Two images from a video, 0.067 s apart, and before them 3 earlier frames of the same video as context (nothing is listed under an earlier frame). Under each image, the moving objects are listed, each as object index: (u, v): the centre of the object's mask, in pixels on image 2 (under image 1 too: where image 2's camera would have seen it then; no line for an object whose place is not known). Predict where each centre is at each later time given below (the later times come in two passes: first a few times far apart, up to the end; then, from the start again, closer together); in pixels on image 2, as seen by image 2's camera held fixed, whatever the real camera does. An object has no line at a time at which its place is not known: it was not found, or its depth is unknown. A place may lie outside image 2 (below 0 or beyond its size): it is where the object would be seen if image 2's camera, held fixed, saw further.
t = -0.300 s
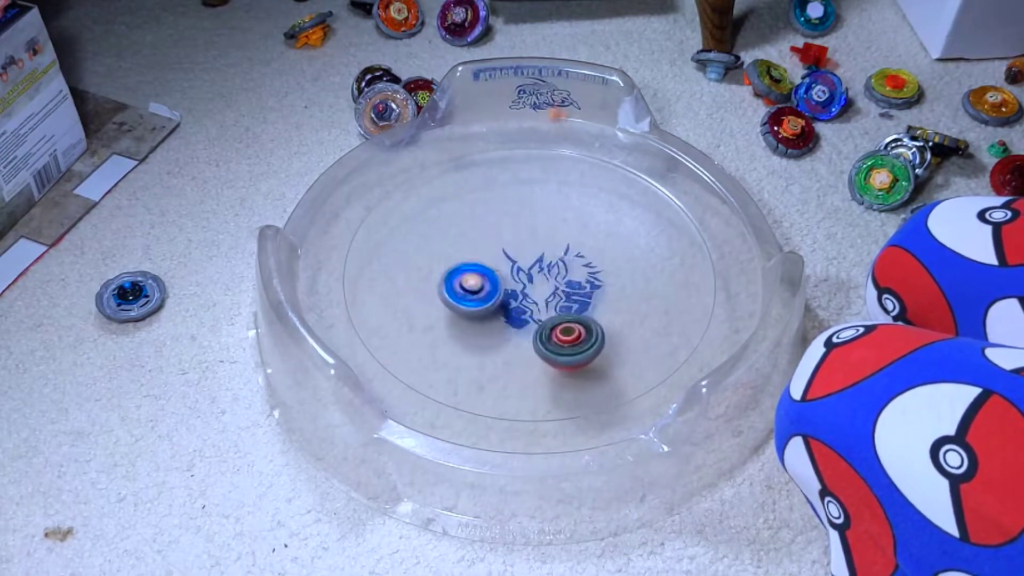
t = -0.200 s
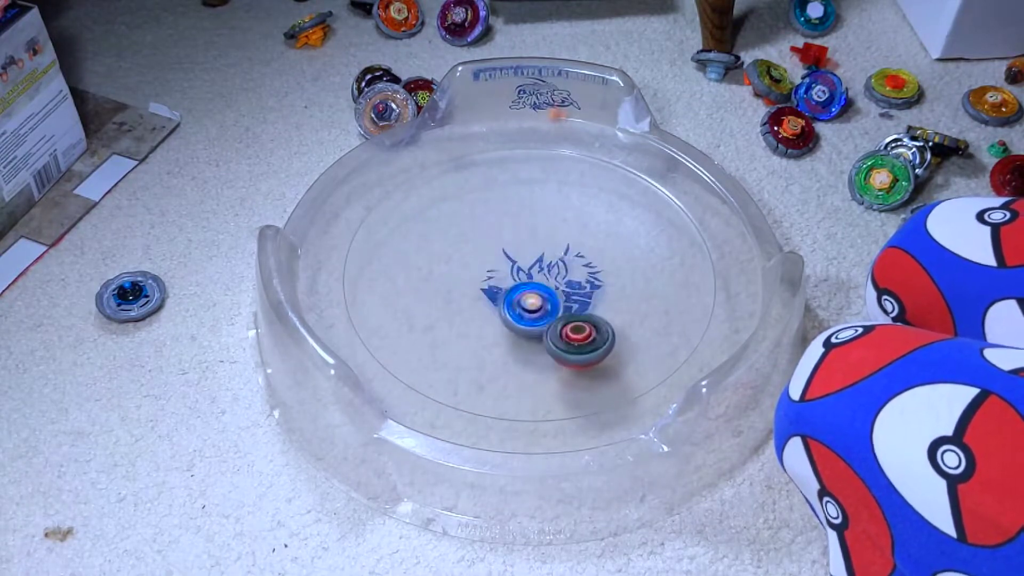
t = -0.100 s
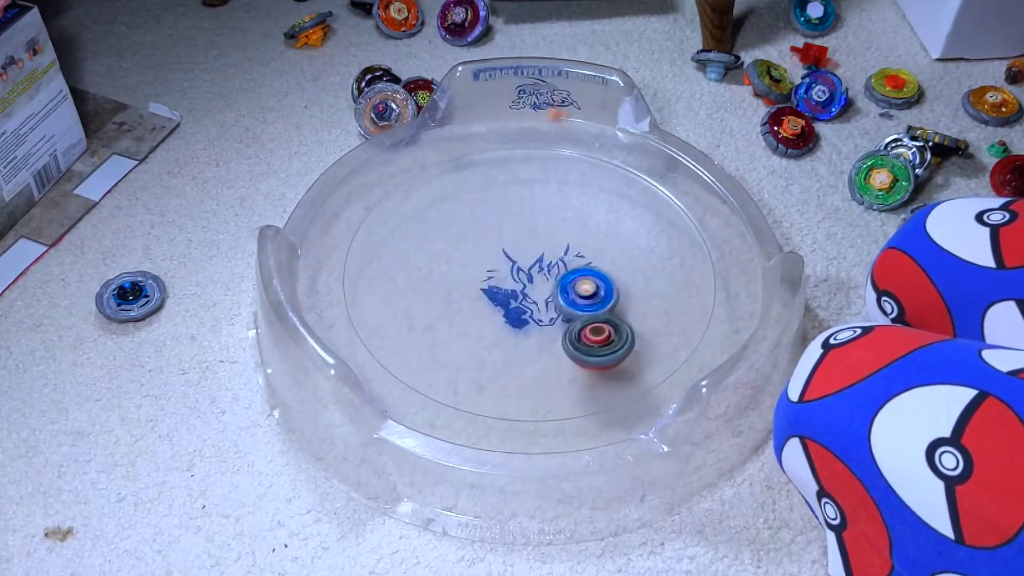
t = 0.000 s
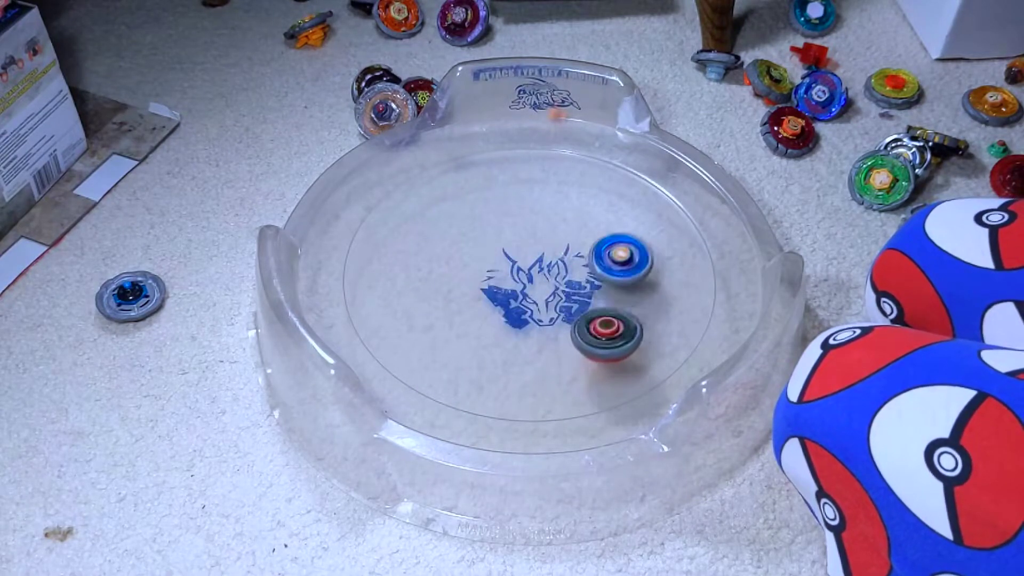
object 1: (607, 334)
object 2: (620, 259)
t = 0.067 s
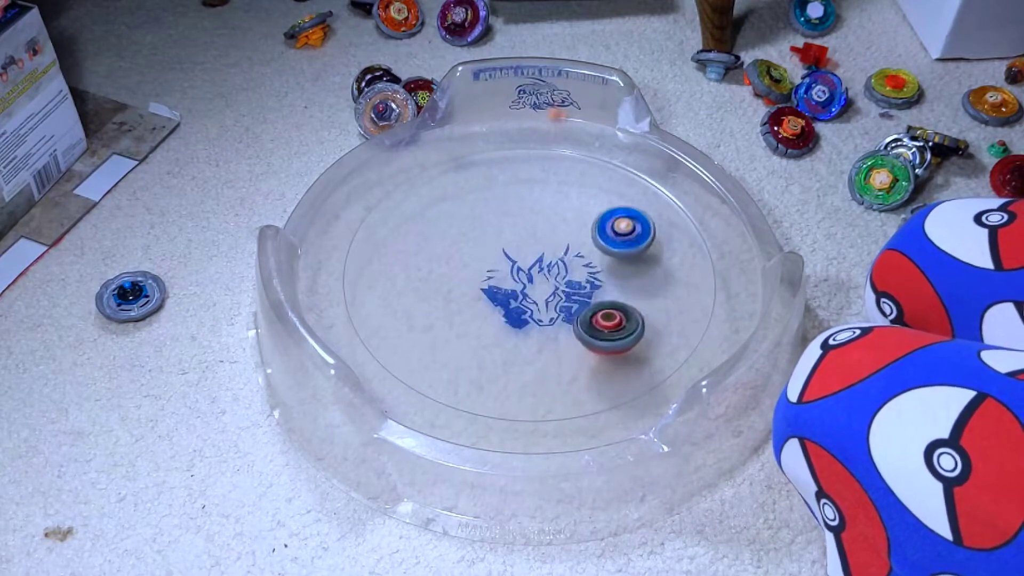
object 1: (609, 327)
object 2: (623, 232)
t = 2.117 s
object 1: (554, 285)
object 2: (465, 235)
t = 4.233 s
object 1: (362, 285)
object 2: (565, 280)
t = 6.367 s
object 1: (582, 241)
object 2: (504, 258)
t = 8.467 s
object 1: (626, 312)
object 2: (527, 285)
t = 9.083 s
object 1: (600, 227)
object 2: (502, 279)
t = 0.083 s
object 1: (609, 325)
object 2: (621, 226)
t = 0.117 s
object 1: (609, 321)
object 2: (613, 214)
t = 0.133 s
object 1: (608, 319)
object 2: (608, 209)
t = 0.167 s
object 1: (606, 315)
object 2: (595, 201)
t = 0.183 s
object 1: (605, 313)
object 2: (587, 197)
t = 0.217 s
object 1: (603, 308)
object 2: (570, 194)
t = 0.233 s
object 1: (602, 306)
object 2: (562, 194)
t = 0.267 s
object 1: (597, 301)
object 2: (544, 196)
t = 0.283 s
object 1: (595, 299)
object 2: (536, 199)
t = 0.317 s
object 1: (590, 294)
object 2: (520, 206)
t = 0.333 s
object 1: (588, 292)
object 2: (513, 211)
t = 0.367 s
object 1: (582, 288)
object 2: (501, 222)
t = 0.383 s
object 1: (579, 285)
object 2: (495, 229)
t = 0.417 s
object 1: (574, 280)
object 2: (488, 244)
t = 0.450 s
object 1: (568, 276)
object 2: (486, 260)
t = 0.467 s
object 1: (565, 273)
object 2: (487, 267)
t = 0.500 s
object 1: (558, 268)
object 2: (490, 283)
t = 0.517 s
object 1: (555, 266)
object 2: (495, 290)
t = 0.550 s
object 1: (548, 261)
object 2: (504, 303)
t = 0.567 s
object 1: (545, 259)
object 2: (511, 309)
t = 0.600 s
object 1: (538, 255)
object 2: (526, 318)
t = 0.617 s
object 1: (535, 253)
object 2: (534, 322)
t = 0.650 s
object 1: (528, 248)
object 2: (552, 327)
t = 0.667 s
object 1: (524, 246)
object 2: (562, 328)
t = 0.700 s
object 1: (518, 243)
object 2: (581, 329)
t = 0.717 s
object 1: (515, 241)
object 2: (591, 328)
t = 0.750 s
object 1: (508, 237)
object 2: (610, 322)
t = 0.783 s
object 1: (502, 234)
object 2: (625, 314)
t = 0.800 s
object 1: (498, 232)
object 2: (631, 309)
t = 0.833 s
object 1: (493, 230)
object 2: (641, 297)
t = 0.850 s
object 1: (490, 229)
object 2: (644, 291)
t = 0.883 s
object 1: (484, 227)
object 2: (646, 279)
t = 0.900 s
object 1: (482, 226)
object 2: (645, 272)
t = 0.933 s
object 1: (476, 225)
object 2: (639, 260)
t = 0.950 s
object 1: (474, 224)
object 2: (635, 255)
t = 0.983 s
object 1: (469, 224)
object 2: (623, 245)
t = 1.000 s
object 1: (467, 224)
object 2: (615, 241)
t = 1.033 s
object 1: (463, 224)
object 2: (599, 236)
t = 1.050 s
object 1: (462, 224)
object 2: (590, 233)
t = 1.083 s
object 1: (459, 225)
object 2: (571, 232)
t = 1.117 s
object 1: (457, 226)
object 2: (552, 232)
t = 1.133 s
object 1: (456, 226)
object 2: (542, 234)
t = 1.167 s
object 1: (455, 228)
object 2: (524, 238)
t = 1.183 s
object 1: (453, 228)
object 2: (516, 241)
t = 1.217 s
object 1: (443, 229)
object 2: (506, 248)
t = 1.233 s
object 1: (441, 229)
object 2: (501, 252)
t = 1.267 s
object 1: (431, 227)
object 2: (494, 262)
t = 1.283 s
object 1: (428, 227)
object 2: (489, 267)
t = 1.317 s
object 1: (424, 229)
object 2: (481, 277)
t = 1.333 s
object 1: (422, 230)
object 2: (479, 283)
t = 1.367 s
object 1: (420, 233)
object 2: (474, 295)
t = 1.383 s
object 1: (419, 234)
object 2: (473, 301)
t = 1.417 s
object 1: (417, 237)
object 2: (474, 313)
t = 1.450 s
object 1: (417, 239)
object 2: (478, 325)
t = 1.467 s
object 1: (417, 241)
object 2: (482, 330)
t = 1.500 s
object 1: (418, 244)
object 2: (493, 339)
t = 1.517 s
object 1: (419, 246)
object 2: (499, 343)
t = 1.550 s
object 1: (420, 249)
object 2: (515, 349)
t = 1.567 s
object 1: (422, 251)
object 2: (523, 350)
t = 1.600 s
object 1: (425, 255)
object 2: (541, 351)
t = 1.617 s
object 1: (428, 257)
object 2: (549, 349)
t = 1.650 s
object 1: (432, 261)
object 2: (565, 344)
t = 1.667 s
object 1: (435, 262)
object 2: (572, 340)
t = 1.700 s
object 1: (441, 266)
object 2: (583, 331)
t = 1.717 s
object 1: (444, 267)
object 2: (588, 325)
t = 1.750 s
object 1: (451, 271)
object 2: (593, 313)
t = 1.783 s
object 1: (459, 274)
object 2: (594, 300)
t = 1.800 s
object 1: (464, 276)
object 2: (593, 294)
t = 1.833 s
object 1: (472, 278)
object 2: (587, 281)
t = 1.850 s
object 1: (476, 280)
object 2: (584, 276)
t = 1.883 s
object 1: (485, 281)
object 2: (574, 264)
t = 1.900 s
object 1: (490, 283)
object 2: (568, 259)
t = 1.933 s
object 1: (500, 284)
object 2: (555, 250)
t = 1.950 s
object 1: (504, 285)
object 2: (547, 246)
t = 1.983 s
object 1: (515, 286)
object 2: (532, 239)
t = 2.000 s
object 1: (520, 287)
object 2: (523, 236)
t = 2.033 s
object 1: (530, 287)
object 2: (505, 233)
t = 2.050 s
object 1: (535, 287)
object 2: (497, 232)
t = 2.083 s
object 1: (544, 286)
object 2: (481, 232)
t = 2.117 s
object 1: (554, 285)
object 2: (465, 235)
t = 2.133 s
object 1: (559, 285)
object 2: (458, 238)
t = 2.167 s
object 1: (568, 284)
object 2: (445, 244)
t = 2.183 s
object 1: (572, 284)
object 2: (440, 248)
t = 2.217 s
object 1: (581, 282)
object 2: (432, 258)
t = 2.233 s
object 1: (584, 281)
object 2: (430, 263)
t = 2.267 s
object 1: (592, 279)
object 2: (428, 275)
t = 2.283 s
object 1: (596, 278)
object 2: (430, 281)
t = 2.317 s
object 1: (603, 276)
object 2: (435, 293)
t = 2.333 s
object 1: (606, 275)
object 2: (440, 298)
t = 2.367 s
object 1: (612, 273)
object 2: (453, 308)
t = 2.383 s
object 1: (615, 272)
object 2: (460, 311)
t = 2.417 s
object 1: (620, 271)
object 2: (477, 316)
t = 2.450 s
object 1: (624, 268)
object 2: (497, 318)
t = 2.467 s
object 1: (626, 268)
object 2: (506, 318)
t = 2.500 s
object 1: (630, 266)
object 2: (524, 315)
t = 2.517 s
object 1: (632, 265)
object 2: (533, 312)
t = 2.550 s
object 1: (634, 263)
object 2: (547, 304)
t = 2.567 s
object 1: (635, 262)
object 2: (554, 300)
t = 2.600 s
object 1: (636, 260)
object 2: (565, 289)
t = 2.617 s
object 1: (637, 260)
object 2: (570, 283)
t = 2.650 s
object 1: (641, 257)
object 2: (572, 272)
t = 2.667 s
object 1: (643, 256)
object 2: (572, 266)
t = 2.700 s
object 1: (644, 254)
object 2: (571, 254)
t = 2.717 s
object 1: (644, 253)
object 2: (570, 248)
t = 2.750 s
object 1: (644, 252)
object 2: (565, 237)
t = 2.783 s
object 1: (643, 251)
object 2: (557, 226)
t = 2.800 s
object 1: (643, 250)
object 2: (552, 221)
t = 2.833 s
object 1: (641, 249)
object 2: (540, 214)
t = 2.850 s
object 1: (640, 249)
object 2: (534, 211)
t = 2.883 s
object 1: (637, 249)
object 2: (520, 207)
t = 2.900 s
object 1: (635, 248)
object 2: (513, 206)
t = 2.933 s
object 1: (630, 248)
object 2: (499, 207)
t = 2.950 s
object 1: (628, 249)
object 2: (492, 209)
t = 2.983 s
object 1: (623, 249)
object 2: (480, 215)
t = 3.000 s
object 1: (620, 249)
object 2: (475, 219)
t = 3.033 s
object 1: (614, 250)
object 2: (467, 229)
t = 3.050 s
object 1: (611, 251)
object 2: (465, 234)
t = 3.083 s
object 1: (605, 252)
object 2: (463, 247)
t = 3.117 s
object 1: (598, 254)
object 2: (466, 259)
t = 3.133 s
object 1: (595, 254)
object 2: (469, 265)
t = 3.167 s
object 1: (588, 256)
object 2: (478, 277)
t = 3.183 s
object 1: (585, 257)
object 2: (483, 282)
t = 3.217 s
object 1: (577, 258)
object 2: (497, 290)
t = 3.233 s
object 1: (573, 259)
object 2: (505, 293)
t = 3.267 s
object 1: (567, 260)
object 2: (519, 298)
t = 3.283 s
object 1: (568, 256)
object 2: (522, 304)
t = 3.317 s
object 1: (568, 252)
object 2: (531, 311)
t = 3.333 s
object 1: (567, 252)
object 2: (538, 313)
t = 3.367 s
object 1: (561, 251)
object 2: (553, 316)
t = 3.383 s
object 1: (557, 250)
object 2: (561, 316)
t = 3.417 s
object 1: (551, 249)
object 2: (577, 314)
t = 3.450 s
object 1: (545, 249)
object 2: (591, 310)
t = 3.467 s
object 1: (541, 249)
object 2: (597, 307)
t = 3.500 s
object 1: (535, 249)
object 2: (608, 299)
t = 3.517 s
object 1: (532, 249)
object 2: (612, 295)
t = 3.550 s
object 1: (526, 249)
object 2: (616, 284)
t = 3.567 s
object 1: (523, 249)
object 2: (617, 279)
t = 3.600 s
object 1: (517, 249)
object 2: (615, 269)
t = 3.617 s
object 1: (515, 249)
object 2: (612, 264)
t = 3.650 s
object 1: (508, 249)
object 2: (605, 256)
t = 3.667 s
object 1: (505, 249)
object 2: (600, 252)
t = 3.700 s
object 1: (499, 249)
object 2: (588, 246)
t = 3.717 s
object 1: (496, 250)
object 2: (581, 243)
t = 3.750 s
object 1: (491, 251)
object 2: (566, 240)
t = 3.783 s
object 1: (487, 252)
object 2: (551, 239)
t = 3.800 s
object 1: (476, 253)
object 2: (551, 238)
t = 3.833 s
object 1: (441, 255)
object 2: (564, 235)
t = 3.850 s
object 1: (428, 256)
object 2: (568, 235)
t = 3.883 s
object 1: (409, 258)
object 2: (569, 233)
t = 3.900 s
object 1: (402, 260)
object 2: (568, 231)
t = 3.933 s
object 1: (392, 264)
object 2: (562, 229)
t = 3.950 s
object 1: (388, 266)
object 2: (560, 228)
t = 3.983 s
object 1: (381, 270)
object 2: (553, 229)
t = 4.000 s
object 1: (378, 271)
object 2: (549, 231)
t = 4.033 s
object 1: (374, 274)
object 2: (544, 237)
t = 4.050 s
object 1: (372, 275)
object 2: (542, 241)
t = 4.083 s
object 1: (369, 278)
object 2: (540, 249)
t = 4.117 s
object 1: (366, 280)
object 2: (541, 257)
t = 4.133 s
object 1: (365, 281)
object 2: (542, 261)
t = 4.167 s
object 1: (363, 282)
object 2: (547, 269)
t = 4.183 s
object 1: (362, 283)
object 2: (551, 272)
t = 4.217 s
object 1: (362, 285)
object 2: (559, 278)
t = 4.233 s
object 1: (362, 285)
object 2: (565, 280)
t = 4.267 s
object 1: (362, 287)
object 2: (574, 282)
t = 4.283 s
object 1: (363, 287)
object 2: (579, 282)
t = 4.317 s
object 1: (365, 289)
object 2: (589, 281)
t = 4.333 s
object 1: (366, 289)
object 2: (593, 280)
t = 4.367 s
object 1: (370, 291)
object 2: (600, 277)
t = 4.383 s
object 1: (372, 291)
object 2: (601, 275)
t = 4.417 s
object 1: (378, 293)
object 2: (603, 271)
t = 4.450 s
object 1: (384, 294)
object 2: (602, 268)
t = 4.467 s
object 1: (387, 295)
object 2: (601, 266)
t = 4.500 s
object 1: (395, 297)
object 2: (596, 264)
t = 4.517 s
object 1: (399, 298)
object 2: (593, 263)
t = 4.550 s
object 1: (409, 300)
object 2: (585, 262)
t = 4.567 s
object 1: (414, 301)
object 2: (580, 262)
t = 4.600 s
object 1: (425, 303)
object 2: (570, 262)
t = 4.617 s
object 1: (429, 304)
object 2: (565, 263)
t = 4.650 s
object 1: (440, 305)
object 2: (554, 268)
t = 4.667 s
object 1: (446, 305)
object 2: (549, 270)
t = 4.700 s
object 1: (459, 306)
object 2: (542, 277)
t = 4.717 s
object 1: (466, 306)
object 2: (538, 280)
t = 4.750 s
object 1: (473, 307)
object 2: (540, 286)
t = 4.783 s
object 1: (459, 313)
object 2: (557, 285)
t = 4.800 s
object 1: (454, 316)
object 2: (564, 284)
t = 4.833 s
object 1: (452, 318)
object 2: (572, 283)
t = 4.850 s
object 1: (453, 319)
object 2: (575, 281)
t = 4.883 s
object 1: (460, 320)
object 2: (582, 277)
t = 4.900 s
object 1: (464, 322)
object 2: (584, 275)
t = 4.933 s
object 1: (472, 324)
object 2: (587, 269)
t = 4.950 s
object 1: (476, 325)
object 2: (587, 266)
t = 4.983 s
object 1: (484, 326)
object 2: (584, 261)
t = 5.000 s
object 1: (489, 327)
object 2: (581, 258)
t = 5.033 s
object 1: (498, 328)
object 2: (573, 254)
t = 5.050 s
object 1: (503, 328)
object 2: (567, 254)
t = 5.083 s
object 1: (512, 328)
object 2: (557, 255)
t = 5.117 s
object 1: (522, 328)
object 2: (547, 258)
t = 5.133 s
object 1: (526, 328)
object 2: (543, 260)
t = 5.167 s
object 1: (536, 326)
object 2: (536, 267)
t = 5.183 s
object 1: (540, 325)
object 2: (533, 270)
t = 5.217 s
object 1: (549, 324)
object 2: (528, 276)
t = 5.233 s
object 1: (554, 323)
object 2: (526, 279)
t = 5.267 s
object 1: (567, 325)
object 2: (525, 284)
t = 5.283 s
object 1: (574, 330)
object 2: (525, 286)
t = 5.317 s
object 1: (590, 337)
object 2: (529, 290)
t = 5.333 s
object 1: (597, 339)
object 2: (531, 293)
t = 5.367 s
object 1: (613, 338)
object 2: (538, 297)
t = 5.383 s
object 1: (620, 337)
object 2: (542, 298)
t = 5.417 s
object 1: (634, 334)
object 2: (551, 298)
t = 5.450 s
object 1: (645, 332)
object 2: (559, 297)
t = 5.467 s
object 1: (650, 331)
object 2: (561, 296)
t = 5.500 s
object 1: (659, 329)
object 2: (567, 291)
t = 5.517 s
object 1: (663, 328)
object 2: (568, 288)
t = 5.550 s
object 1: (669, 326)
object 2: (569, 281)
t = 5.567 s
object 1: (672, 325)
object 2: (568, 279)
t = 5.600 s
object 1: (677, 323)
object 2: (565, 273)
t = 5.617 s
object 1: (680, 322)
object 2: (561, 271)
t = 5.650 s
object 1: (684, 320)
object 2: (554, 266)
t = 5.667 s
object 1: (686, 319)
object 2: (549, 265)
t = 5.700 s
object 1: (690, 317)
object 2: (539, 264)
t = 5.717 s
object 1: (691, 315)
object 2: (535, 265)
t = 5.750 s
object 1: (693, 313)
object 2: (525, 266)
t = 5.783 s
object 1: (694, 310)
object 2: (515, 270)
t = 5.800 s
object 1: (695, 309)
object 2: (512, 272)
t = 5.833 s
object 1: (695, 306)
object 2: (509, 278)
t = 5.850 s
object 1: (694, 305)
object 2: (508, 281)
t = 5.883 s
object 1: (693, 302)
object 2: (507, 288)
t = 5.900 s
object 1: (691, 300)
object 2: (509, 291)
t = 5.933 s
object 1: (689, 297)
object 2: (512, 296)
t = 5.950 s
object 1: (687, 296)
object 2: (514, 298)
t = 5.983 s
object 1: (683, 293)
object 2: (522, 301)
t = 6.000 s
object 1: (681, 291)
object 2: (527, 302)
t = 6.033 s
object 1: (676, 288)
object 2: (535, 301)
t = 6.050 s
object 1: (673, 286)
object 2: (538, 299)
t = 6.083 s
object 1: (668, 282)
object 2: (545, 295)
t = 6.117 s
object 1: (662, 278)
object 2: (549, 288)
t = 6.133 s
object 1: (658, 276)
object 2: (551, 285)
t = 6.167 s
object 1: (650, 271)
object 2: (550, 278)
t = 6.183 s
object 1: (646, 269)
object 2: (548, 275)
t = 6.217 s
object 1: (636, 264)
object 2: (543, 269)
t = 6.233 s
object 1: (632, 261)
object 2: (540, 266)
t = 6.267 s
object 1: (621, 256)
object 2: (532, 262)
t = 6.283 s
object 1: (614, 253)
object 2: (528, 260)
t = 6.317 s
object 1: (602, 248)
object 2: (519, 259)
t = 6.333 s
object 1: (595, 246)
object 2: (513, 258)
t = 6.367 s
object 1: (582, 241)
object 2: (504, 258)
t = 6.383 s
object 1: (574, 238)
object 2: (501, 260)
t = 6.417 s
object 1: (558, 233)
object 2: (496, 265)
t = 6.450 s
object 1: (543, 229)
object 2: (493, 271)
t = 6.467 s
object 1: (535, 226)
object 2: (494, 274)
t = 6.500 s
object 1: (520, 223)
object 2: (496, 280)
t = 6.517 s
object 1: (512, 221)
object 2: (499, 282)
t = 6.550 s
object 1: (498, 218)
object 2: (505, 287)
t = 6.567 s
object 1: (491, 217)
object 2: (509, 288)
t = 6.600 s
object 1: (479, 216)
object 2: (517, 289)
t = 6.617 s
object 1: (474, 215)
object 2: (522, 288)
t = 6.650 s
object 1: (465, 214)
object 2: (531, 286)
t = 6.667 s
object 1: (460, 214)
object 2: (535, 284)
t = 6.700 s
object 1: (452, 214)
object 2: (542, 279)
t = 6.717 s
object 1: (449, 214)
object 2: (543, 276)
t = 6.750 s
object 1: (443, 214)
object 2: (546, 269)
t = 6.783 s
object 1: (437, 214)
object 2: (546, 262)
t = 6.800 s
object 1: (434, 214)
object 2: (545, 259)
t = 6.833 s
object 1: (429, 215)
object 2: (541, 253)
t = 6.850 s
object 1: (427, 215)
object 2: (538, 251)
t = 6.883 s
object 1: (423, 216)
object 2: (532, 247)
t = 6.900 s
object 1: (422, 217)
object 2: (529, 245)
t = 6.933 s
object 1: (419, 219)
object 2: (521, 244)
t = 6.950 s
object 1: (418, 220)
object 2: (518, 245)
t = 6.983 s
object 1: (416, 222)
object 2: (511, 247)
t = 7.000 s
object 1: (416, 224)
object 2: (508, 248)
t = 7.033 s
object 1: (415, 227)
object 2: (502, 253)
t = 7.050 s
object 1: (415, 228)
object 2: (500, 256)
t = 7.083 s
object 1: (417, 232)
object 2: (501, 263)
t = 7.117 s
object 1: (419, 236)
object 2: (506, 270)
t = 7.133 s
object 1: (420, 238)
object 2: (509, 273)
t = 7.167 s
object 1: (423, 241)
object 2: (517, 278)
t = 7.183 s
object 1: (425, 243)
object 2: (522, 279)
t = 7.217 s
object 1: (429, 247)
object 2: (532, 281)
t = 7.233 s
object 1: (431, 250)
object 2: (537, 281)
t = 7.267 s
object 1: (436, 254)
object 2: (546, 279)
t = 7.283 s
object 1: (439, 256)
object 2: (550, 278)
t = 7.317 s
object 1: (444, 260)
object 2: (557, 274)
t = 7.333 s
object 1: (447, 263)
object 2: (560, 271)
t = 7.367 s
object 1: (454, 268)
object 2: (563, 265)
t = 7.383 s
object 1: (458, 270)
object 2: (564, 262)
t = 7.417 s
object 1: (466, 275)
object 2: (564, 257)
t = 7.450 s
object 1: (475, 280)
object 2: (559, 251)
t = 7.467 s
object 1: (479, 282)
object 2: (557, 250)
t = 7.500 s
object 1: (489, 286)
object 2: (551, 247)
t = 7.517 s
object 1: (494, 288)
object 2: (547, 247)
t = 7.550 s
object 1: (503, 293)
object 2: (539, 247)
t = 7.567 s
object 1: (508, 295)
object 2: (536, 248)
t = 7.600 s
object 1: (519, 297)
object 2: (529, 250)
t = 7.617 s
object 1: (524, 302)
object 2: (527, 252)
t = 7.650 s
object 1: (533, 311)
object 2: (524, 255)
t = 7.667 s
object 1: (538, 315)
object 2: (524, 258)
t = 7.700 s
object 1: (552, 322)
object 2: (522, 261)
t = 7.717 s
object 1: (560, 326)
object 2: (522, 262)
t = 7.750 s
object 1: (575, 330)
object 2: (522, 266)
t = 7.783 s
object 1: (587, 333)
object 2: (524, 270)
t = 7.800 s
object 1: (593, 334)
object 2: (526, 272)
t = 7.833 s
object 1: (603, 336)
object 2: (530, 276)
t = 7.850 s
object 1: (607, 336)
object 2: (533, 277)
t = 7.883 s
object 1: (616, 337)
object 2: (539, 280)
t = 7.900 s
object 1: (619, 337)
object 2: (542, 281)
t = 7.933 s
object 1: (626, 338)
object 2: (549, 281)
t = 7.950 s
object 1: (629, 338)
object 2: (552, 280)
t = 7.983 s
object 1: (634, 338)
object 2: (557, 278)
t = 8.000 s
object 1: (637, 338)
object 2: (559, 276)
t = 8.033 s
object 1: (641, 338)
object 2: (563, 273)
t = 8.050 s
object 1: (642, 337)
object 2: (563, 272)
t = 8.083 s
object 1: (646, 337)
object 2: (564, 269)
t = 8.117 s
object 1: (648, 337)
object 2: (563, 266)
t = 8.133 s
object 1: (649, 337)
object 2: (562, 265)
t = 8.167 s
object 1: (650, 336)
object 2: (558, 263)
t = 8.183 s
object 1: (650, 335)
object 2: (556, 263)
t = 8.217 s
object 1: (649, 334)
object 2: (551, 262)
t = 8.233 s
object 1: (648, 333)
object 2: (548, 261)
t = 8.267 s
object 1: (646, 331)
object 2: (542, 262)
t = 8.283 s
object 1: (645, 330)
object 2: (540, 263)
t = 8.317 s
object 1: (643, 327)
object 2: (534, 266)
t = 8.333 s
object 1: (641, 326)
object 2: (531, 267)
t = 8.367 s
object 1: (638, 323)
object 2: (527, 271)
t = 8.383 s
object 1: (636, 321)
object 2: (526, 274)
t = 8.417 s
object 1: (633, 318)
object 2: (525, 278)
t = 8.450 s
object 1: (629, 314)
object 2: (525, 283)
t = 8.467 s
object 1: (626, 312)
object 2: (527, 285)
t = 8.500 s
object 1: (622, 308)
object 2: (531, 289)
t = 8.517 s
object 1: (620, 306)
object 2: (533, 291)
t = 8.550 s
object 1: (614, 301)
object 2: (539, 292)
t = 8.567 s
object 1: (611, 298)
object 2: (542, 292)
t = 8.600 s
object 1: (613, 292)
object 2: (545, 290)
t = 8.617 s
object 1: (616, 291)
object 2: (545, 290)
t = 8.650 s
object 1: (617, 286)
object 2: (549, 286)
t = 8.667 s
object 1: (616, 284)
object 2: (550, 284)
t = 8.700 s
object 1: (619, 278)
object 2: (549, 280)
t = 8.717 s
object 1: (619, 275)
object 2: (547, 277)
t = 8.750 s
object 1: (619, 270)
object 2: (545, 273)
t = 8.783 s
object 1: (618, 266)
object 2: (540, 269)
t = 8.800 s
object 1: (618, 263)
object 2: (538, 267)
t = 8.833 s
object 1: (616, 258)
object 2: (532, 264)
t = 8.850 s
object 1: (615, 256)
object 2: (527, 263)
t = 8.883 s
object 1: (614, 251)
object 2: (520, 261)
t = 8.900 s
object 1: (613, 249)
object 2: (516, 261)
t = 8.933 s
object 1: (611, 245)
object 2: (509, 262)
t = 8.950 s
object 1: (610, 243)
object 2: (506, 262)
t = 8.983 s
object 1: (608, 238)
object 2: (502, 265)
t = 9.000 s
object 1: (607, 236)
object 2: (500, 267)
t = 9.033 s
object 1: (604, 233)
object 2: (499, 272)
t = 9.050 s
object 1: (603, 231)
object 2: (500, 274)
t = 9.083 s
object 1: (600, 227)
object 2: (502, 279)
